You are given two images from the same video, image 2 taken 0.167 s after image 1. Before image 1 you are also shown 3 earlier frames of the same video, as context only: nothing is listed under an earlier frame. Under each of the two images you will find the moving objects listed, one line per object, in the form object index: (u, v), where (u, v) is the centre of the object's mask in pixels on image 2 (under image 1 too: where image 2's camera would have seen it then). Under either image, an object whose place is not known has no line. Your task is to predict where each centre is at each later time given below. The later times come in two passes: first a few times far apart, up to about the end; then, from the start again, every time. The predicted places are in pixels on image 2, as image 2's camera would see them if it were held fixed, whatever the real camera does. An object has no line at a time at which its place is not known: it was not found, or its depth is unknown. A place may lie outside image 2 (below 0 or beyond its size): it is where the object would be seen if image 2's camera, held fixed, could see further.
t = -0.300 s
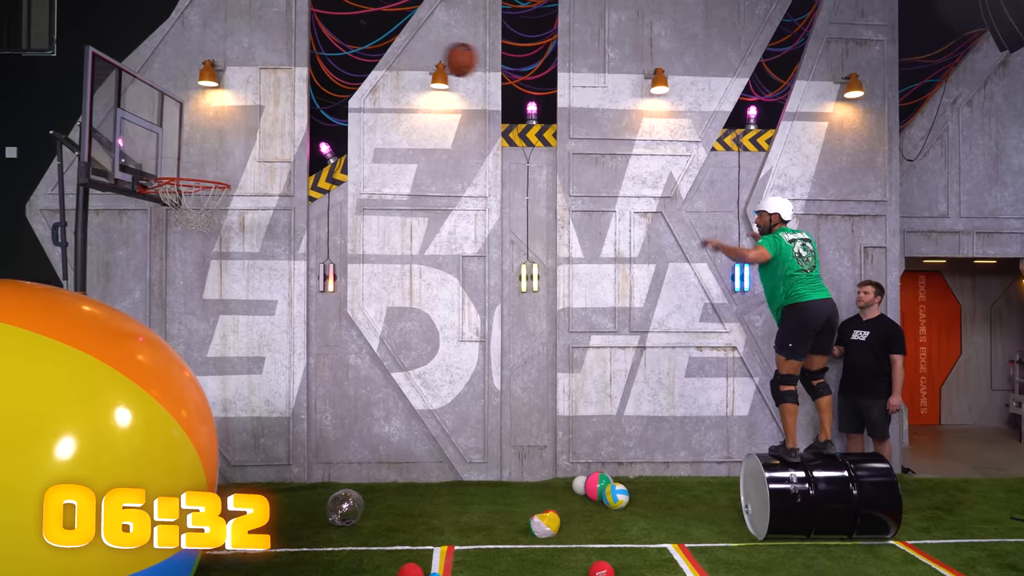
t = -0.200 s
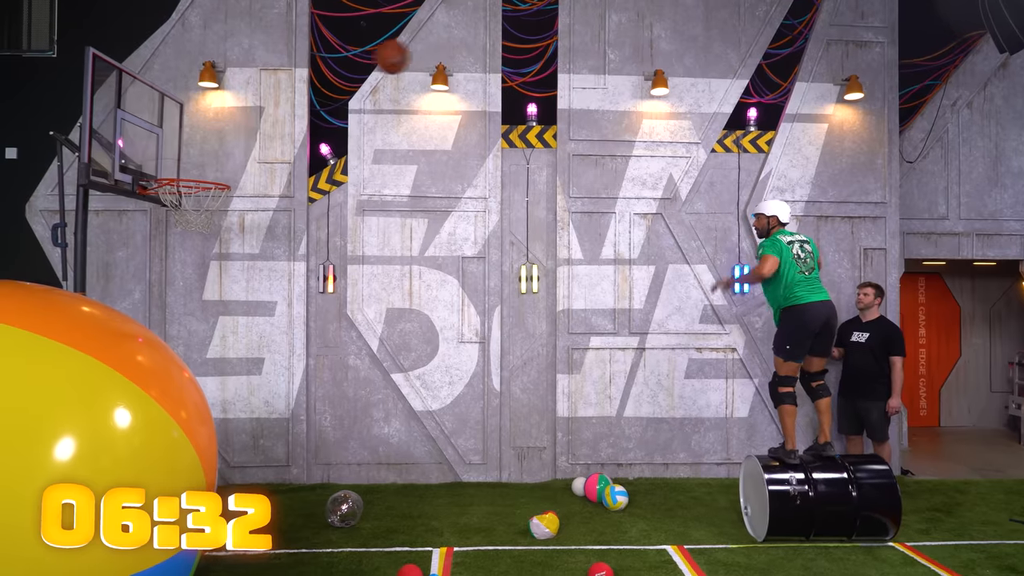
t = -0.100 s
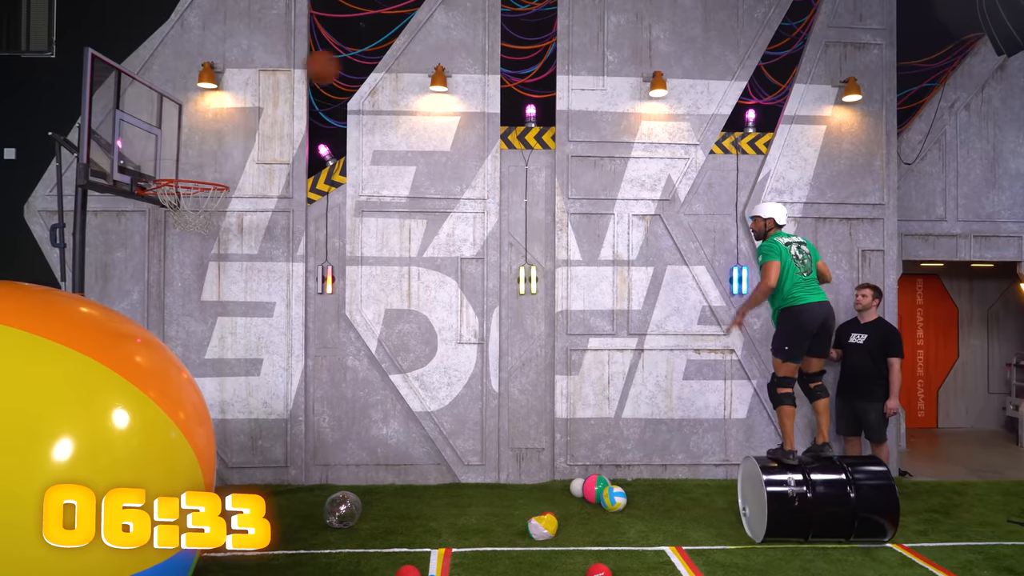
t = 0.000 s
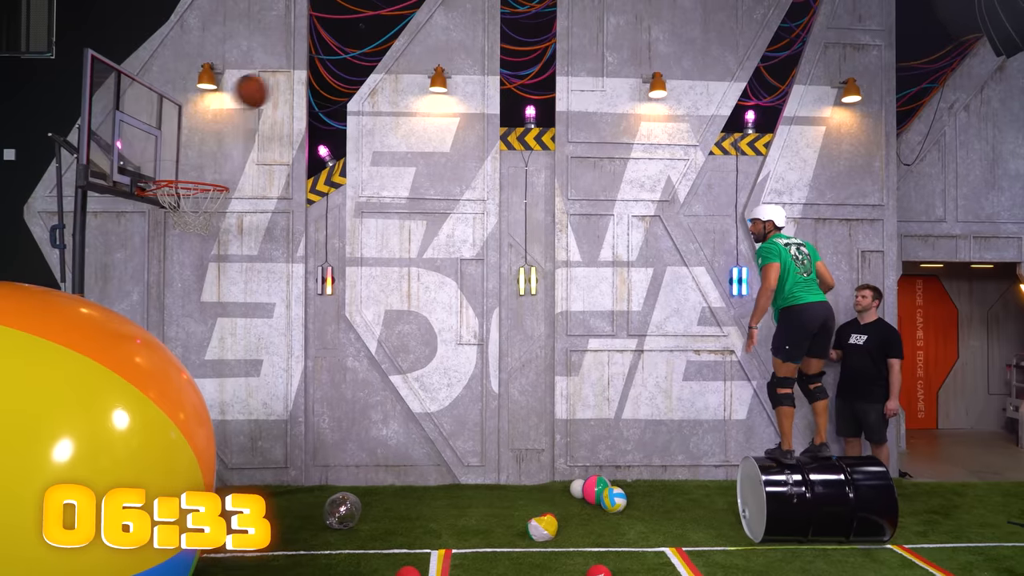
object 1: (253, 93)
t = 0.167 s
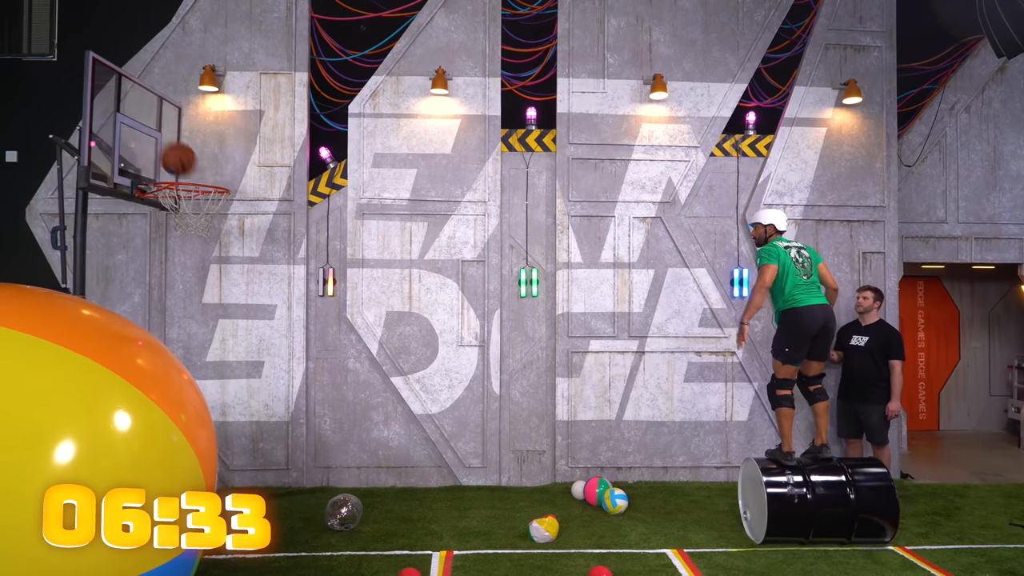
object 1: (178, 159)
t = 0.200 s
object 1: (192, 175)
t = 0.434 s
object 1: (185, 209)
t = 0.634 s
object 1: (171, 229)
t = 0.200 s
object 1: (192, 175)
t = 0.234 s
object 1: (202, 186)
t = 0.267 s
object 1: (208, 195)
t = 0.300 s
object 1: (204, 201)
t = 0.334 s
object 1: (199, 207)
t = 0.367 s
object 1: (194, 210)
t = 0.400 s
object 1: (190, 212)
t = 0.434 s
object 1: (185, 209)
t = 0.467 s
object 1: (183, 207)
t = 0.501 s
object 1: (181, 207)
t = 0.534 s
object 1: (180, 208)
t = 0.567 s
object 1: (178, 210)
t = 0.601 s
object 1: (176, 214)
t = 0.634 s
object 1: (171, 229)
